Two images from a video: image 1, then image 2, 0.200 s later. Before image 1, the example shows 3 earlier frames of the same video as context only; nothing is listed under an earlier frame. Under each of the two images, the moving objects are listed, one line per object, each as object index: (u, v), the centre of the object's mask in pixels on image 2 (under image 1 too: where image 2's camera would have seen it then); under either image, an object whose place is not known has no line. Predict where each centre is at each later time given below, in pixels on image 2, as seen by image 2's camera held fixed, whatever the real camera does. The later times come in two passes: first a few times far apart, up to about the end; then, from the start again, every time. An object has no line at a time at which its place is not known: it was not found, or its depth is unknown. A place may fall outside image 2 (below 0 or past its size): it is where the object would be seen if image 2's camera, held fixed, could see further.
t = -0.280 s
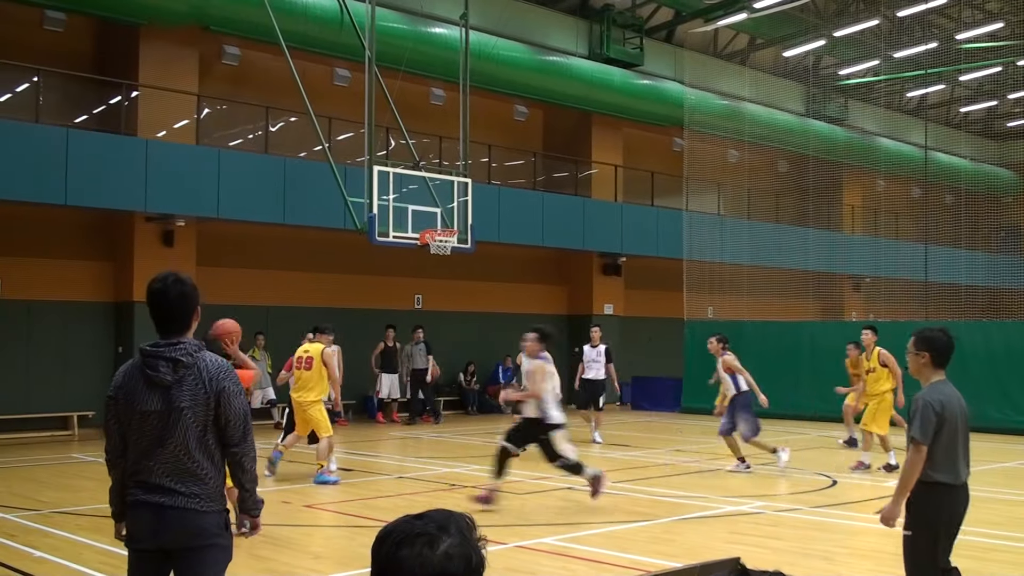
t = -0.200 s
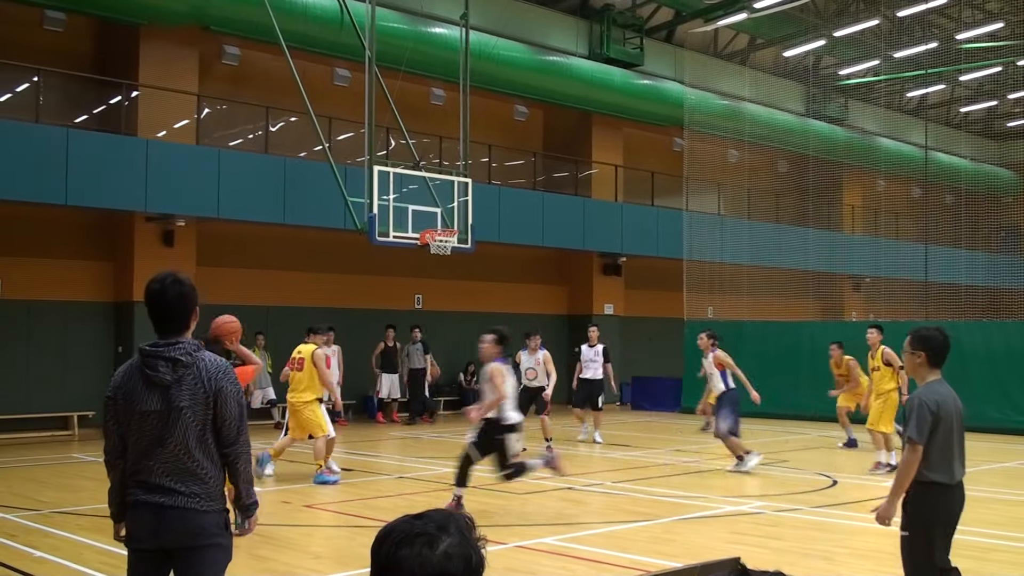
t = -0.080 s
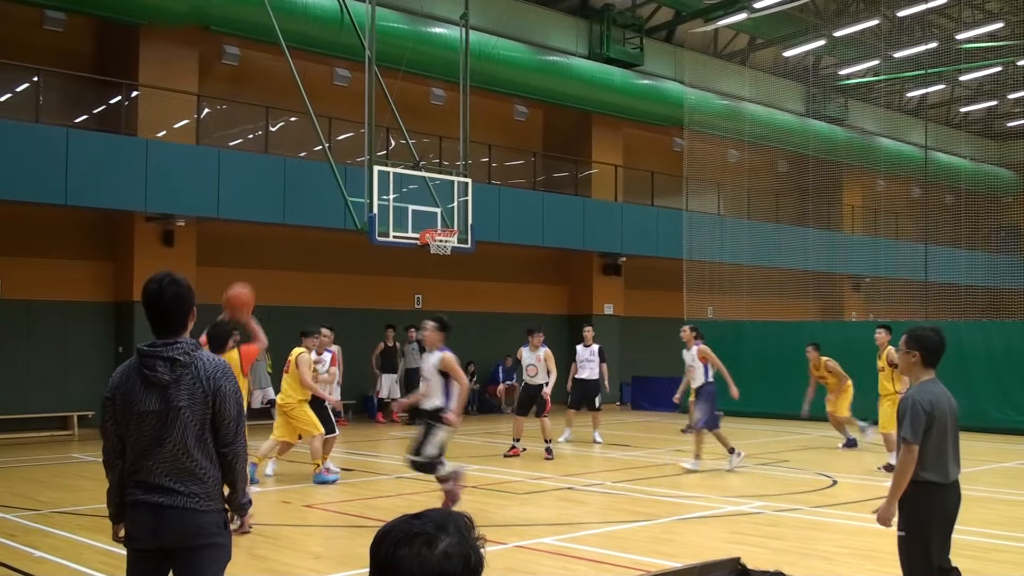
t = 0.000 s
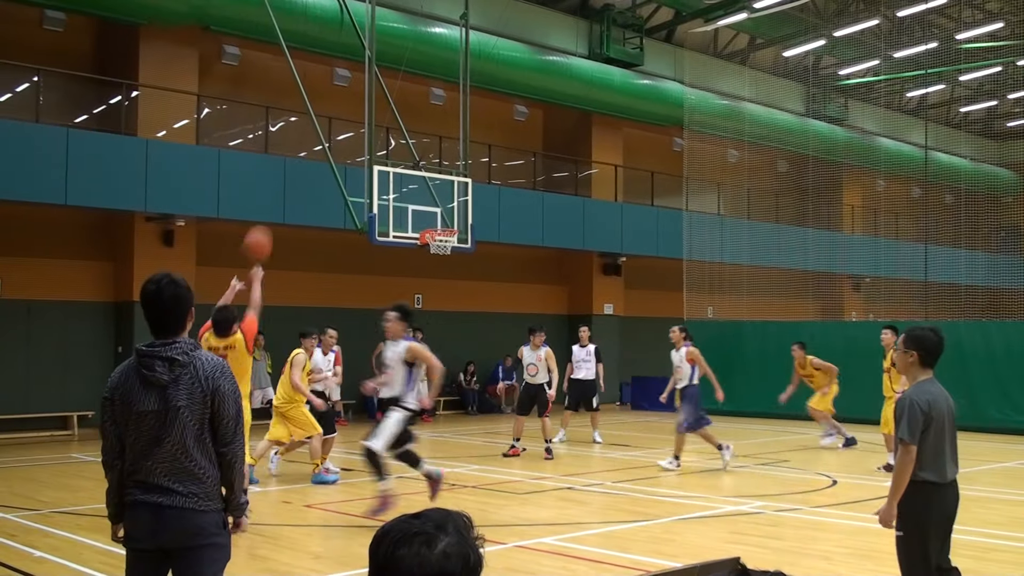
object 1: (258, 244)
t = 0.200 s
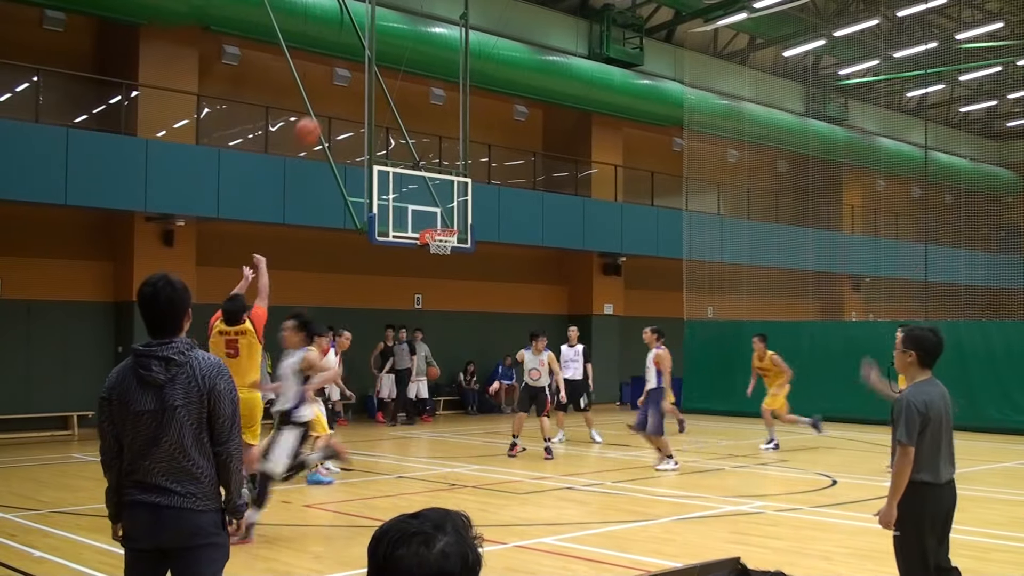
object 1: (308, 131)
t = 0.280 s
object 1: (325, 103)
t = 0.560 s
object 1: (374, 64)
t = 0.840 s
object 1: (413, 92)
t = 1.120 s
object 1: (443, 169)
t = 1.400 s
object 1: (441, 204)
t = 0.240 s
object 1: (317, 115)
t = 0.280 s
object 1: (325, 103)
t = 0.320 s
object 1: (333, 93)
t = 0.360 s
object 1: (341, 84)
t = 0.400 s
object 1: (348, 77)
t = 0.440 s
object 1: (355, 72)
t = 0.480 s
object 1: (362, 68)
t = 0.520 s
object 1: (368, 65)
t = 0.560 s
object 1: (374, 64)
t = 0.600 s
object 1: (381, 65)
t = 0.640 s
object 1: (387, 66)
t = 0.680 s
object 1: (392, 70)
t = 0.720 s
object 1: (397, 74)
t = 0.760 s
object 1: (403, 78)
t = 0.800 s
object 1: (408, 84)
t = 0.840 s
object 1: (413, 92)
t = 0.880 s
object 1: (417, 100)
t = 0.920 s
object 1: (422, 110)
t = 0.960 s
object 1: (427, 120)
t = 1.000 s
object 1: (430, 130)
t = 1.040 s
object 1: (435, 144)
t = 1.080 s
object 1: (438, 155)
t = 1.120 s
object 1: (443, 169)
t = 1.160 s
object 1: (446, 184)
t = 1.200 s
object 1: (449, 198)
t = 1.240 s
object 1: (453, 214)
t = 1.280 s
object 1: (454, 223)
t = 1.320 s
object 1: (450, 215)
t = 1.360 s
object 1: (446, 210)
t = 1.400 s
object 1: (441, 204)
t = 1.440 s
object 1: (436, 200)
